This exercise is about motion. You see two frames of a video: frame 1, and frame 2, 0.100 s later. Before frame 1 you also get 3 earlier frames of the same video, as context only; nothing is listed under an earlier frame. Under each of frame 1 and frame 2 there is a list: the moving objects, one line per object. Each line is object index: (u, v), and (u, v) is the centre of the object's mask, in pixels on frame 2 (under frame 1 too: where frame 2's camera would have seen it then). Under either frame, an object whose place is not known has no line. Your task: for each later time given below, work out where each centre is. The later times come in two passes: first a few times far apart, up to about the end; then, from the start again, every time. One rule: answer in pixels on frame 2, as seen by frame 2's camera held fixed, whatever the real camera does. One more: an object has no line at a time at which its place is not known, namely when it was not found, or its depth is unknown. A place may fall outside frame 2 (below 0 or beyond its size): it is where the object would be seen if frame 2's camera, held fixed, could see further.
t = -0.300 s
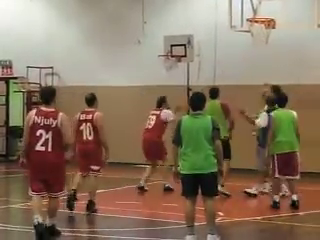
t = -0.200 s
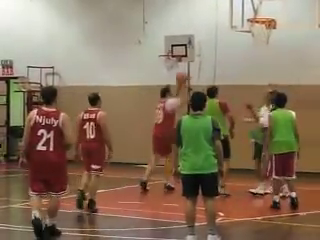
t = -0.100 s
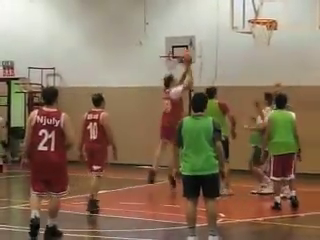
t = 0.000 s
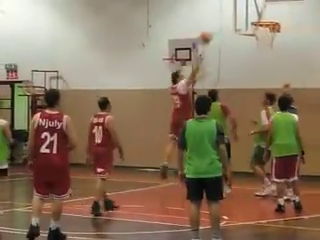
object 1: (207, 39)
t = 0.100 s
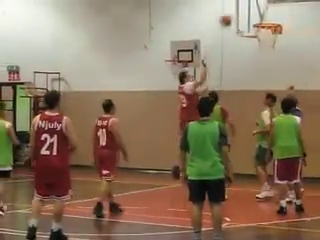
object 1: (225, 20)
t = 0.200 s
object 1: (245, 6)
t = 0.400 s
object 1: (264, 3)
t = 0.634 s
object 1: (267, 16)
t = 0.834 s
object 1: (246, 18)
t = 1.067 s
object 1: (226, 42)
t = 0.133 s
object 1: (232, 14)
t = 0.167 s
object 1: (238, 11)
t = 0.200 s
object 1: (245, 6)
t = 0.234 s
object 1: (251, 3)
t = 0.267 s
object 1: (257, 2)
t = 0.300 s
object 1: (259, 2)
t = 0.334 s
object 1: (261, 2)
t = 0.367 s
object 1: (262, 2)
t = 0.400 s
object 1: (264, 3)
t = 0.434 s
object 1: (267, 4)
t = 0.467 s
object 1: (268, 6)
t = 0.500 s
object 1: (269, 11)
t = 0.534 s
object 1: (271, 13)
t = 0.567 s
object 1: (273, 18)
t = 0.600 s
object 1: (271, 18)
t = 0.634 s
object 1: (267, 16)
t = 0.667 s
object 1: (263, 16)
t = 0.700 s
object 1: (259, 16)
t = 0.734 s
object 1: (255, 16)
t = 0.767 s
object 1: (252, 17)
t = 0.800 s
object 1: (248, 18)
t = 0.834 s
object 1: (246, 18)
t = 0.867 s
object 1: (243, 20)
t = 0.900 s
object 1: (239, 22)
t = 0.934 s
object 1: (236, 25)
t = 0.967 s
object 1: (234, 28)
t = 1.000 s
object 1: (232, 32)
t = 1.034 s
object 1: (228, 36)
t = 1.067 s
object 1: (226, 42)
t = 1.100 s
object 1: (222, 48)
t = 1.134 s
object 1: (220, 54)
